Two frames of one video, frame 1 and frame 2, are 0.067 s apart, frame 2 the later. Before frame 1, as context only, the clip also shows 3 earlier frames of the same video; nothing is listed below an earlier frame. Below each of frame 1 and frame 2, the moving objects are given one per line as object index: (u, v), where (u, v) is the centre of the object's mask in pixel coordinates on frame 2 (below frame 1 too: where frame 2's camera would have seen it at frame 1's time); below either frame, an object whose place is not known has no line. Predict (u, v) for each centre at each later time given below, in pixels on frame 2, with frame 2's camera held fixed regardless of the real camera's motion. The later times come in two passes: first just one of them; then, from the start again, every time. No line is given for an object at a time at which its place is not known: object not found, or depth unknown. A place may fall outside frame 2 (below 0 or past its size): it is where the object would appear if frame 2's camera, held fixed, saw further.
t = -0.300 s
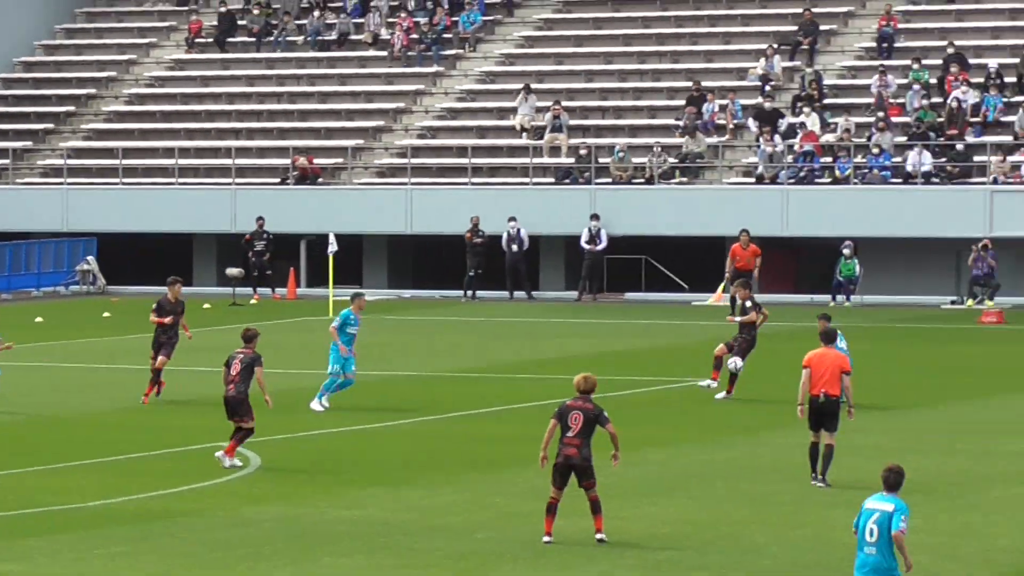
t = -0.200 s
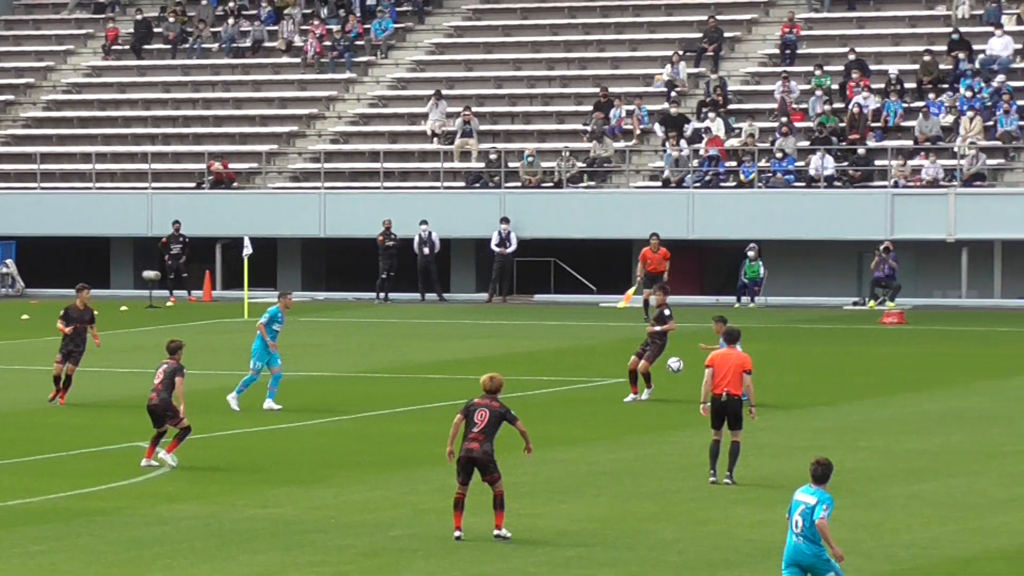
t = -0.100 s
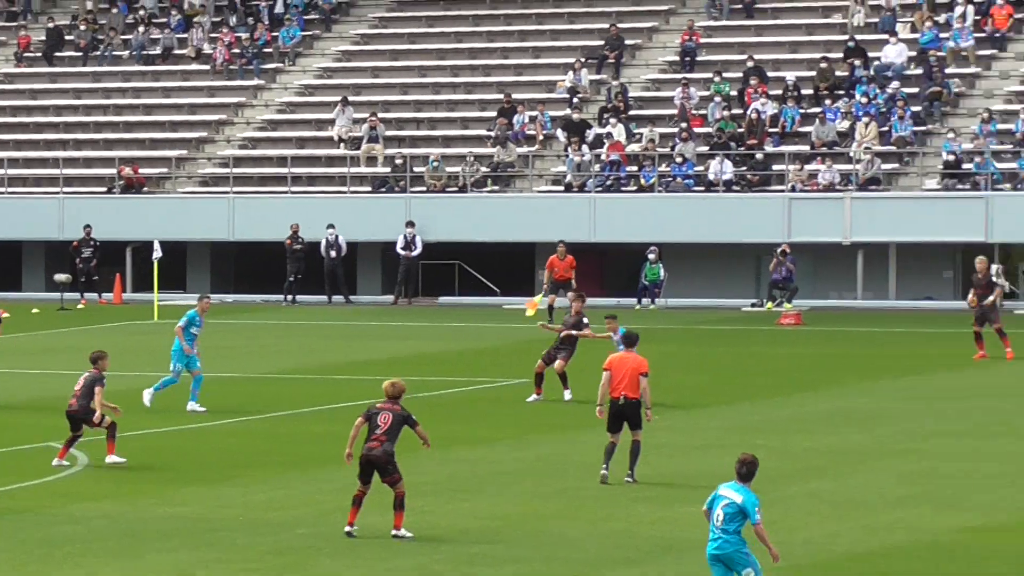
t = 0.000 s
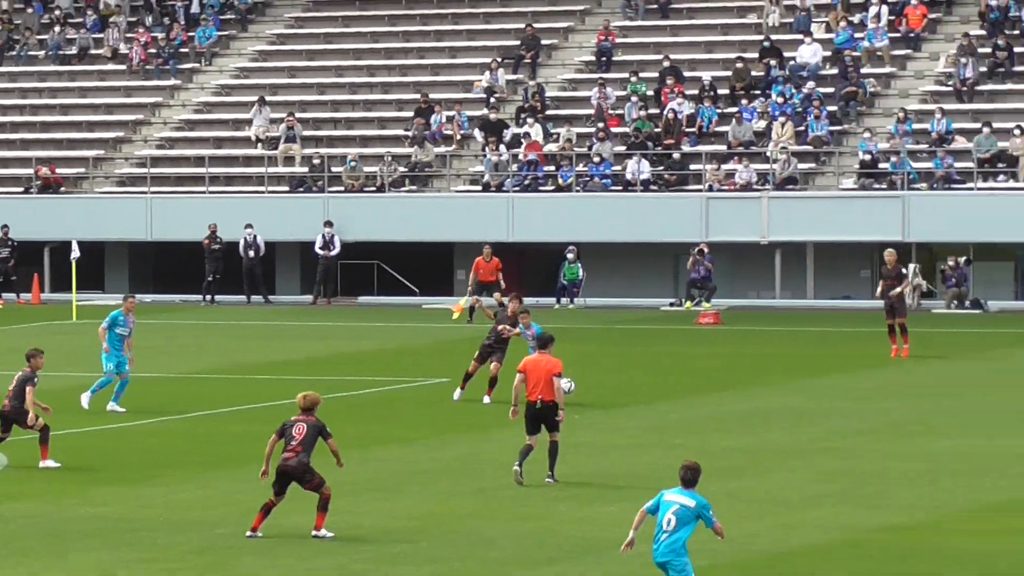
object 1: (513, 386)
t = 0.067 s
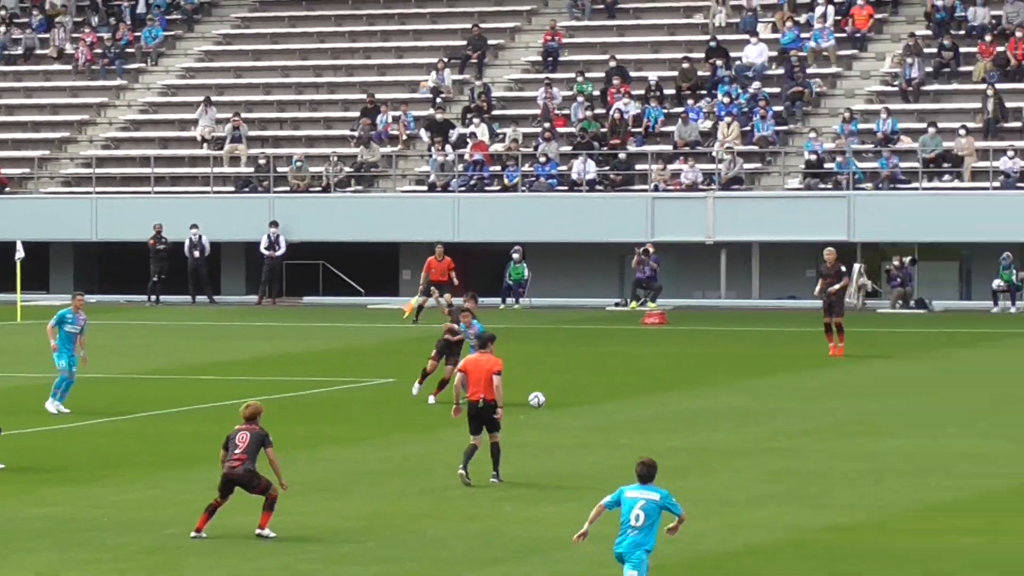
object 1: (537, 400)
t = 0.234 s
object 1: (601, 423)
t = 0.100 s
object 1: (550, 409)
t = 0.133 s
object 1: (563, 418)
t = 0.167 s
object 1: (577, 428)
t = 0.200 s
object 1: (589, 426)
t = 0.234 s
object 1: (601, 423)
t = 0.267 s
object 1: (613, 421)
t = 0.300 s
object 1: (625, 420)
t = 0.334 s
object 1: (638, 419)
